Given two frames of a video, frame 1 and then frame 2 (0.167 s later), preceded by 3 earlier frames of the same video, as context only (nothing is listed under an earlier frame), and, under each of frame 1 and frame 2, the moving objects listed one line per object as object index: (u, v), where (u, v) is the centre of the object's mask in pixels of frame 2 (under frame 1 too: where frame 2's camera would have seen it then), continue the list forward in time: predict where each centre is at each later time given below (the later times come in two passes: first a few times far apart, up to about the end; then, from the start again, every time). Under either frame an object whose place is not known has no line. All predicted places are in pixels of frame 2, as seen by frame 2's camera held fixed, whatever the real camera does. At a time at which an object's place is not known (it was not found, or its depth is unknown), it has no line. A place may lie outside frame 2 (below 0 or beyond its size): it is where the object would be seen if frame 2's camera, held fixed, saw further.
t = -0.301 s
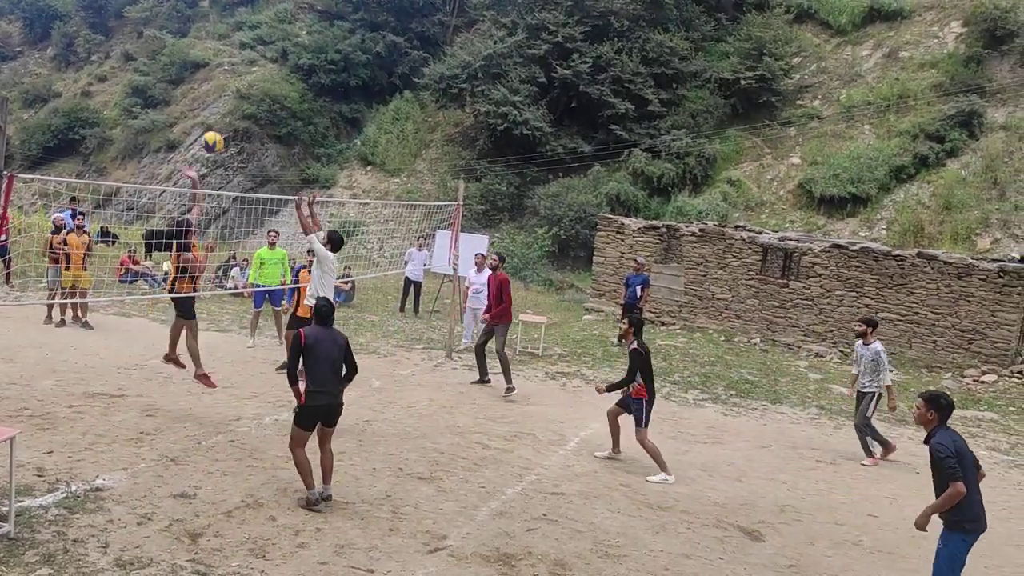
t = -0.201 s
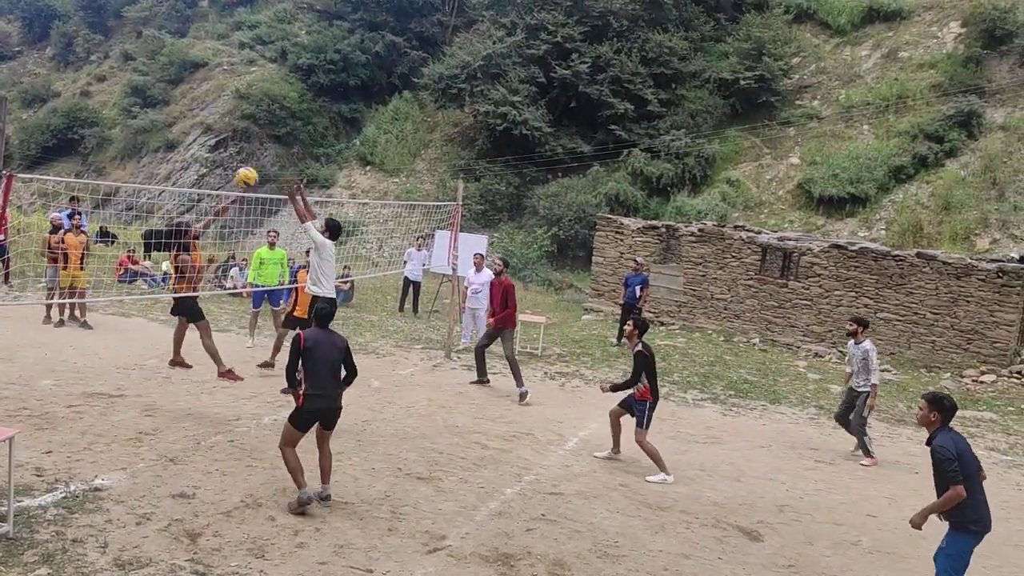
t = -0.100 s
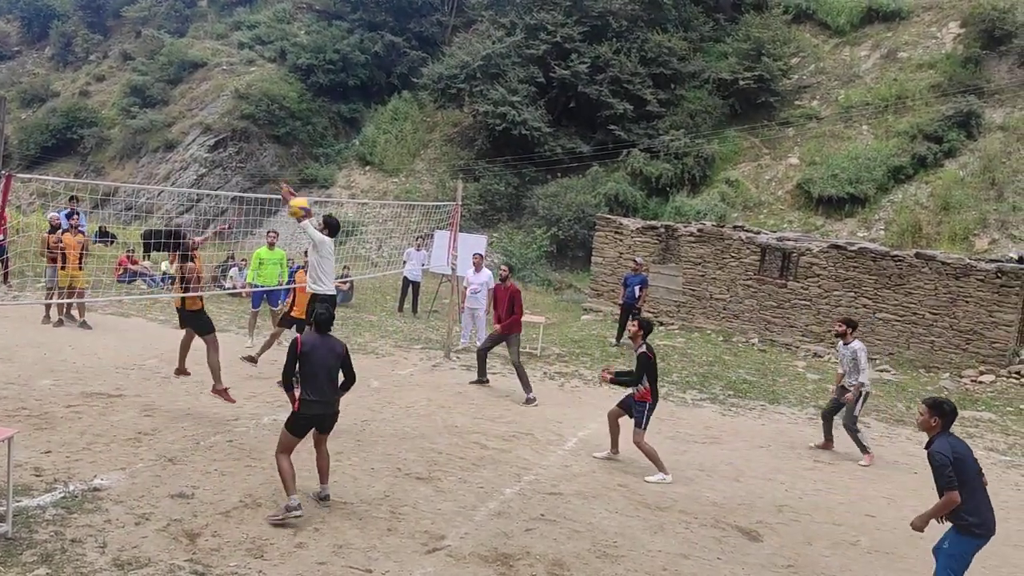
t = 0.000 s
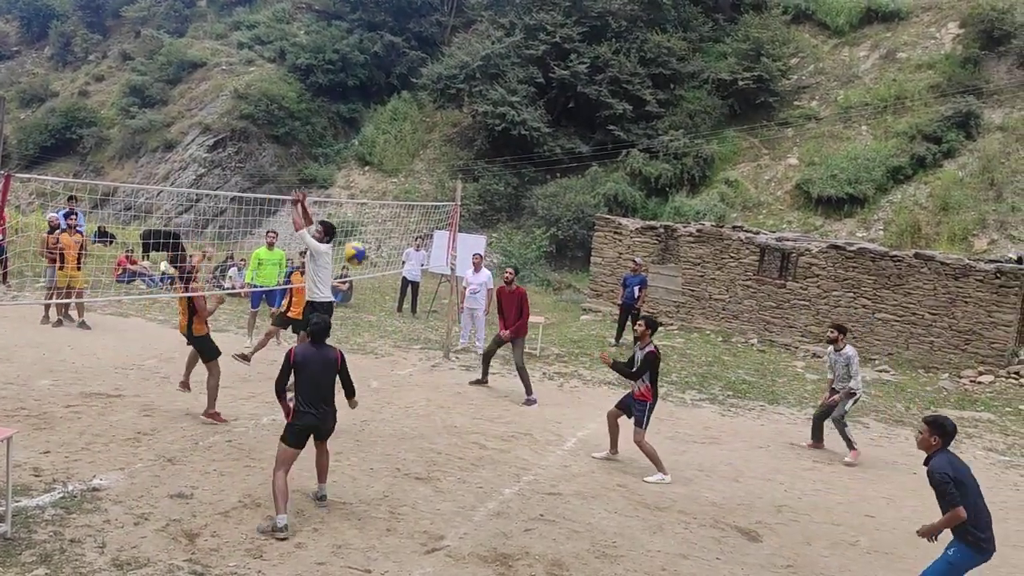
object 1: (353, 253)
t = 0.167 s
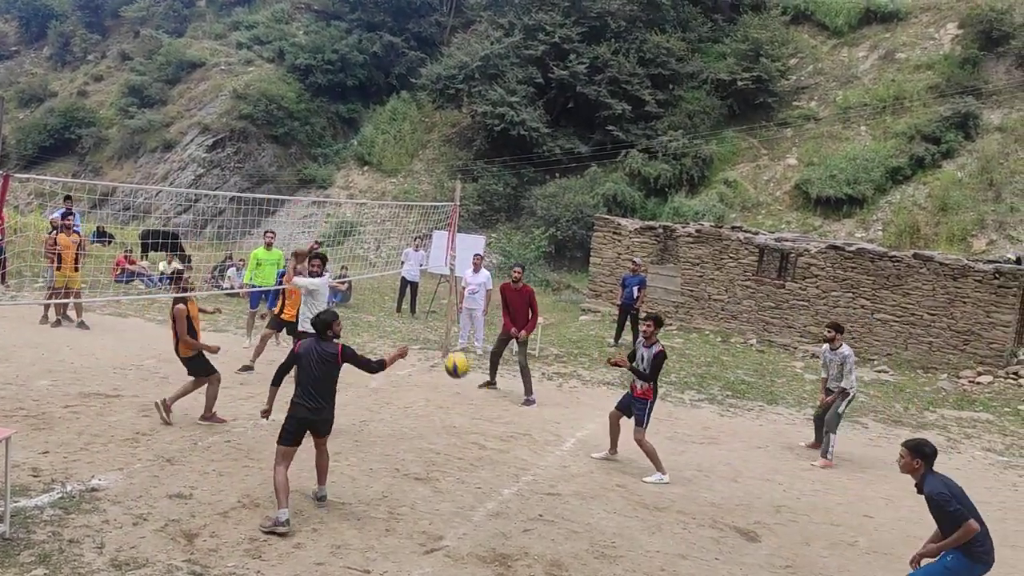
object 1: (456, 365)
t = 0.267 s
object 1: (523, 456)
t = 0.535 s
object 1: (673, 495)
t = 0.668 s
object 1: (743, 468)
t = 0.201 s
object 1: (479, 393)
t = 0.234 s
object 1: (500, 423)
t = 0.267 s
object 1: (523, 456)
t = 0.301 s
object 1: (546, 491)
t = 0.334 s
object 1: (569, 529)
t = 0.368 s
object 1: (590, 557)
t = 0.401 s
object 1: (606, 542)
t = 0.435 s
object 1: (622, 529)
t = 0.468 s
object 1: (639, 516)
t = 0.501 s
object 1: (655, 504)
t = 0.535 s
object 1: (673, 495)
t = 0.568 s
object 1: (690, 487)
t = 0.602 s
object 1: (707, 480)
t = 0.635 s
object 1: (725, 473)
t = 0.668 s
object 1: (743, 468)
